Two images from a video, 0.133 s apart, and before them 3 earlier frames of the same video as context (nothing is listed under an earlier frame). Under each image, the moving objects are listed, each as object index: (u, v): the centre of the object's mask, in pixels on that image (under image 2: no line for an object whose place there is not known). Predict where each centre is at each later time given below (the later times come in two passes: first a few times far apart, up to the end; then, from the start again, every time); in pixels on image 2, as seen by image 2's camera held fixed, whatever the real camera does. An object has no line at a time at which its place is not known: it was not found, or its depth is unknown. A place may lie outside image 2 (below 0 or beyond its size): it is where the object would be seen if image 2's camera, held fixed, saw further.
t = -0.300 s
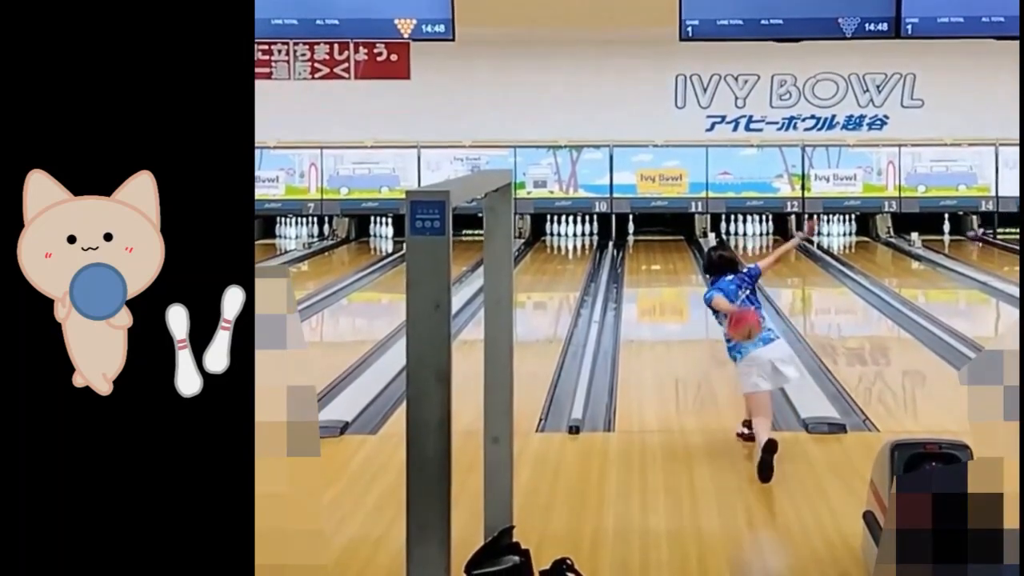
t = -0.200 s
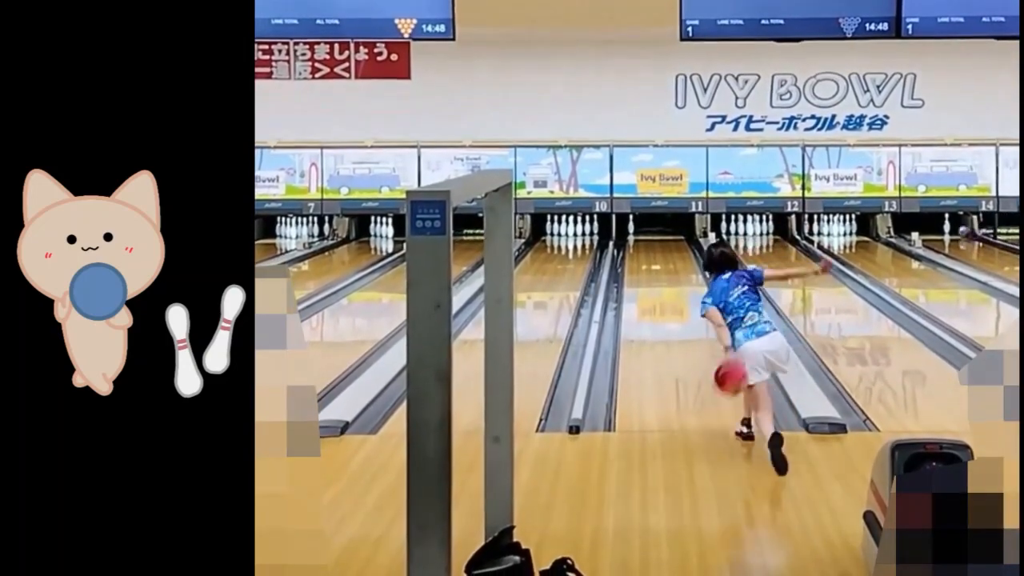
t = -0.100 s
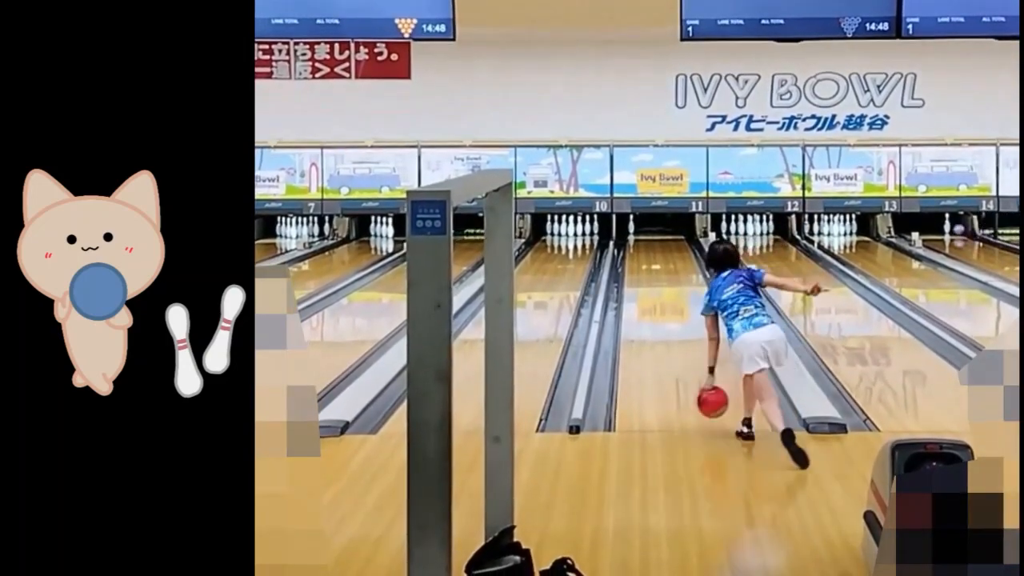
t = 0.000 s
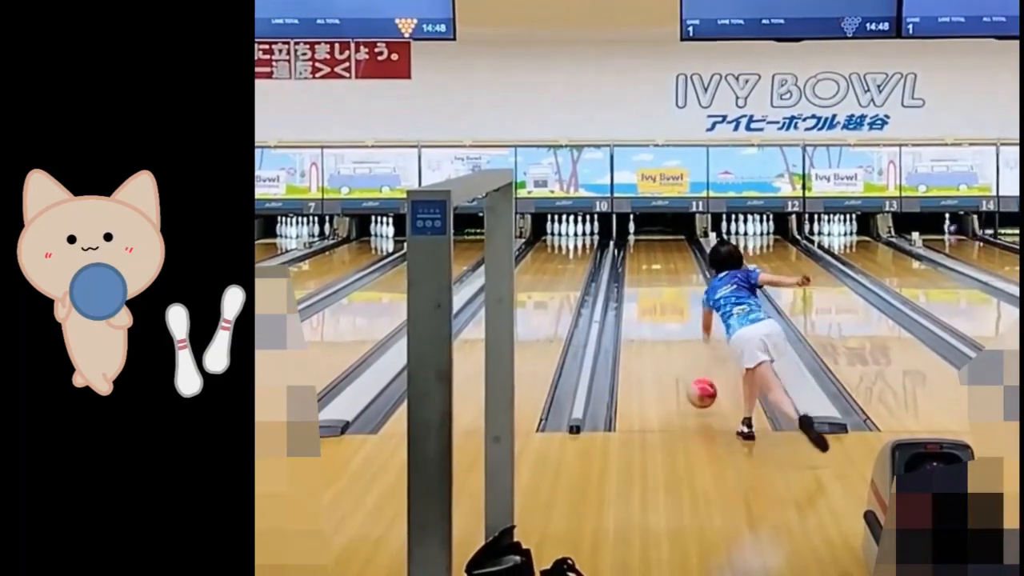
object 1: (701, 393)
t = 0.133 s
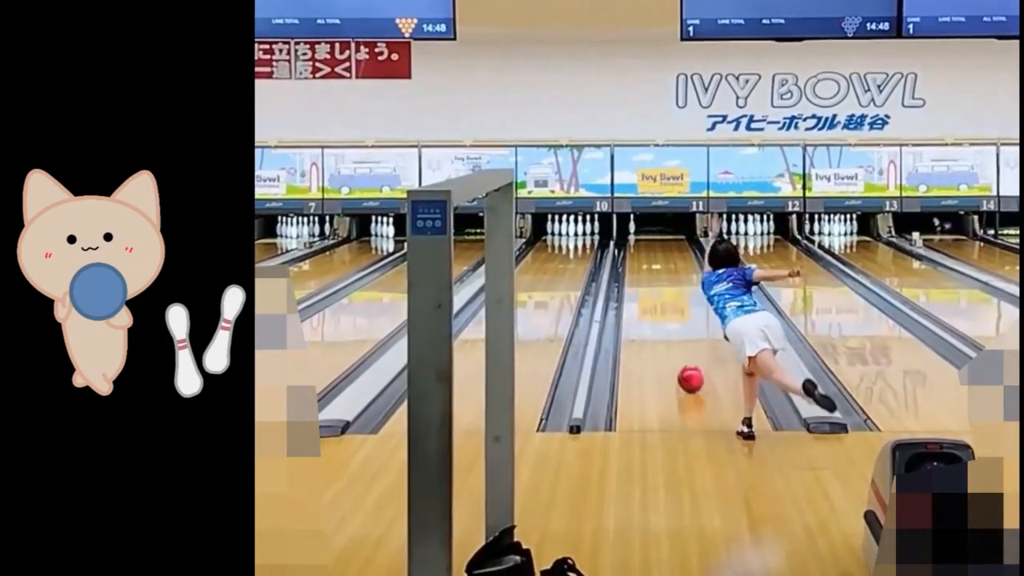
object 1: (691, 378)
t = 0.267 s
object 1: (682, 359)
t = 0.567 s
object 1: (666, 327)
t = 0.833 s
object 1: (656, 304)
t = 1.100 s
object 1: (649, 287)
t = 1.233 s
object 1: (645, 280)
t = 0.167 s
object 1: (688, 374)
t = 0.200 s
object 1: (686, 368)
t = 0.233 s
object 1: (684, 364)
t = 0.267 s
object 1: (682, 359)
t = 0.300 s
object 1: (680, 355)
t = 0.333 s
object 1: (678, 352)
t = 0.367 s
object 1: (676, 348)
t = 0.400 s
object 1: (674, 344)
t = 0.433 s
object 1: (672, 340)
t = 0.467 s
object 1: (671, 336)
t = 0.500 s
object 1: (669, 333)
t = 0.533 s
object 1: (668, 330)
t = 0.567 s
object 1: (666, 327)
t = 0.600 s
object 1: (665, 324)
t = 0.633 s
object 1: (663, 321)
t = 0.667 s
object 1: (662, 318)
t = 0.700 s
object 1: (660, 315)
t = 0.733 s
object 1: (659, 312)
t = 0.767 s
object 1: (658, 309)
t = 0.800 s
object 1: (657, 307)
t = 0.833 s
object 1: (656, 304)
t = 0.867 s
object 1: (655, 302)
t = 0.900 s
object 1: (654, 300)
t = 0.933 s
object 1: (653, 298)
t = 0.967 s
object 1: (651, 295)
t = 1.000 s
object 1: (650, 293)
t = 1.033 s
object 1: (650, 291)
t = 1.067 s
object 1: (649, 288)
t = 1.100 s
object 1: (649, 287)
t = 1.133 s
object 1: (648, 285)
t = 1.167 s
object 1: (647, 283)
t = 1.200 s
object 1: (646, 281)
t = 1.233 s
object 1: (645, 280)
